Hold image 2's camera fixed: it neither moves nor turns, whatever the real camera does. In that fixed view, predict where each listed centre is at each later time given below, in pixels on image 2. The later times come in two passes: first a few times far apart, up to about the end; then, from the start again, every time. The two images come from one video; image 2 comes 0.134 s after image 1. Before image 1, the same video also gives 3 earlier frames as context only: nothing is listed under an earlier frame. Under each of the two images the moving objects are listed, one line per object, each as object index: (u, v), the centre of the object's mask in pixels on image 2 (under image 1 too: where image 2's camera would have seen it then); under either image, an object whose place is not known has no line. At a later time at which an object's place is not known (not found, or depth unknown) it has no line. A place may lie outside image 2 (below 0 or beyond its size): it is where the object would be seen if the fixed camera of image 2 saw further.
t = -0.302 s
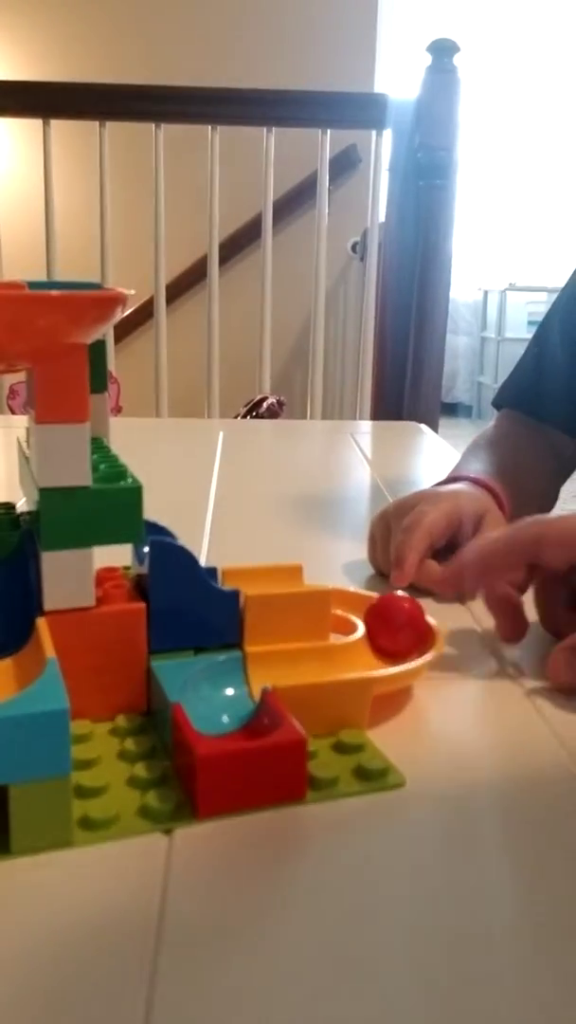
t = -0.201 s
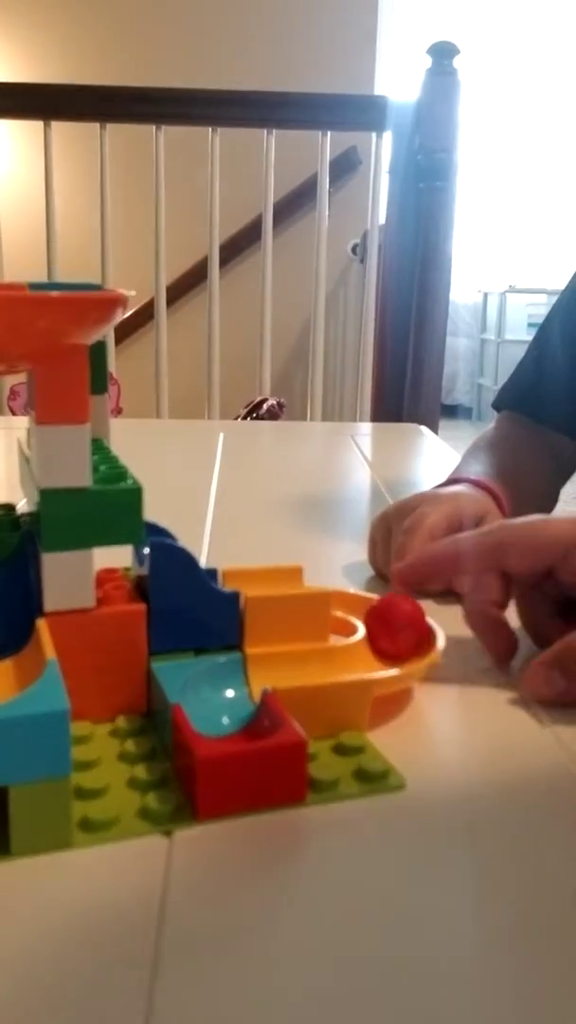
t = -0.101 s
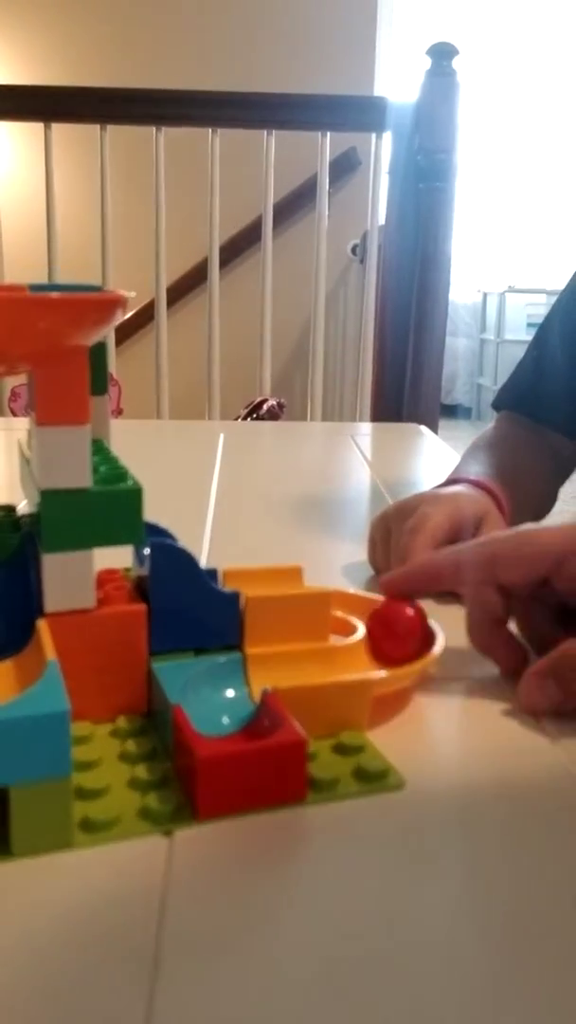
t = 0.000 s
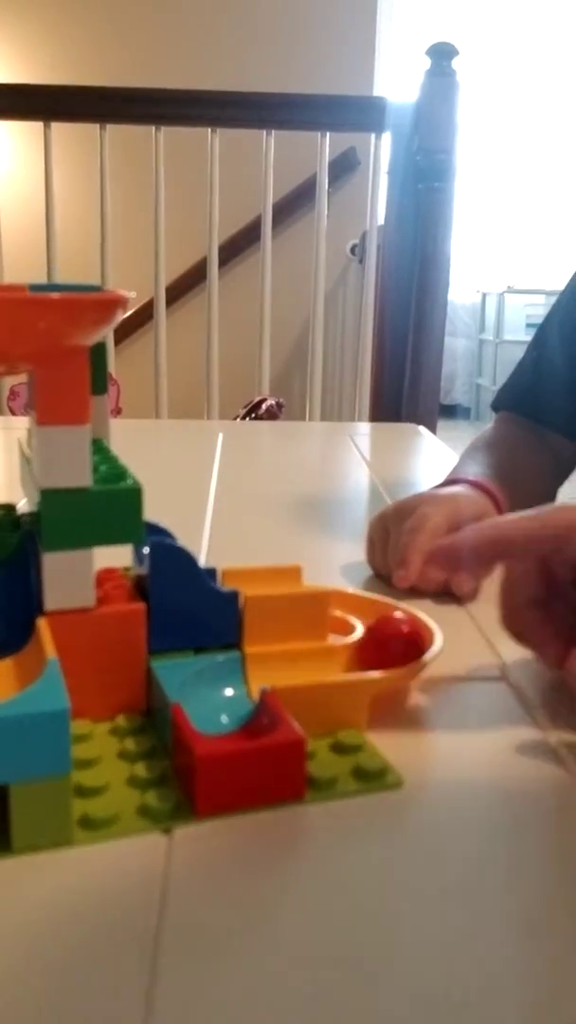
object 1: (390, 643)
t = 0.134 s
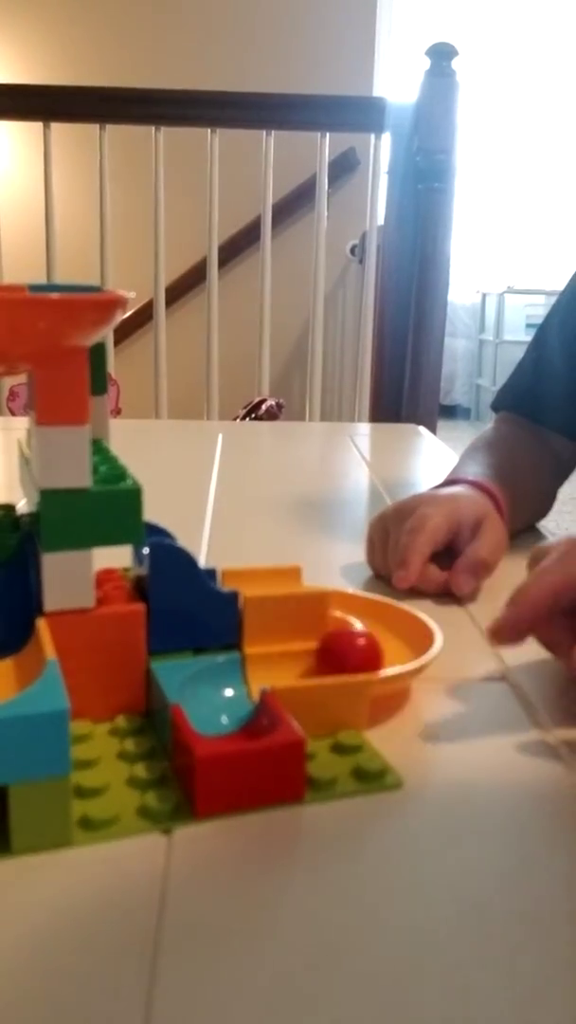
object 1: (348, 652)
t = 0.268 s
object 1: (297, 656)
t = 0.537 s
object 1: (219, 686)
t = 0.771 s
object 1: (237, 713)
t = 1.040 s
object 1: (226, 704)
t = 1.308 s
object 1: (232, 709)
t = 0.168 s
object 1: (335, 653)
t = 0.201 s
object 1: (321, 654)
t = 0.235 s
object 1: (309, 656)
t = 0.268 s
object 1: (297, 656)
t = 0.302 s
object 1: (284, 658)
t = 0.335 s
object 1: (273, 660)
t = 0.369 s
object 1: (262, 664)
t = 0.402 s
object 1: (253, 667)
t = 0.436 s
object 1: (243, 670)
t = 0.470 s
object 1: (233, 675)
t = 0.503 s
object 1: (226, 680)
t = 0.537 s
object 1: (219, 686)
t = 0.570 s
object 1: (218, 695)
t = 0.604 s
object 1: (222, 700)
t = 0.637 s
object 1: (228, 705)
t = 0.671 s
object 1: (231, 709)
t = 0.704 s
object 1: (235, 711)
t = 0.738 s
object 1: (238, 713)
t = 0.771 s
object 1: (237, 713)
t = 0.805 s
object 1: (236, 713)
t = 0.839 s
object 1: (236, 711)
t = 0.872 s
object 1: (234, 710)
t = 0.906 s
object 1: (234, 710)
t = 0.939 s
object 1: (233, 709)
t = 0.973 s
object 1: (229, 707)
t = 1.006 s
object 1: (227, 705)
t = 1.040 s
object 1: (226, 704)
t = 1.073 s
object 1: (225, 703)
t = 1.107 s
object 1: (224, 702)
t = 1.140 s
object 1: (225, 703)
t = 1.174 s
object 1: (226, 703)
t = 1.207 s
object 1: (227, 705)
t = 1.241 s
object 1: (228, 707)
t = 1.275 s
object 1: (230, 708)
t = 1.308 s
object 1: (232, 709)
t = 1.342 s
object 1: (233, 710)
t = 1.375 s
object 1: (234, 710)
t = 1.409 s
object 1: (235, 710)
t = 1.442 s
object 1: (235, 711)
